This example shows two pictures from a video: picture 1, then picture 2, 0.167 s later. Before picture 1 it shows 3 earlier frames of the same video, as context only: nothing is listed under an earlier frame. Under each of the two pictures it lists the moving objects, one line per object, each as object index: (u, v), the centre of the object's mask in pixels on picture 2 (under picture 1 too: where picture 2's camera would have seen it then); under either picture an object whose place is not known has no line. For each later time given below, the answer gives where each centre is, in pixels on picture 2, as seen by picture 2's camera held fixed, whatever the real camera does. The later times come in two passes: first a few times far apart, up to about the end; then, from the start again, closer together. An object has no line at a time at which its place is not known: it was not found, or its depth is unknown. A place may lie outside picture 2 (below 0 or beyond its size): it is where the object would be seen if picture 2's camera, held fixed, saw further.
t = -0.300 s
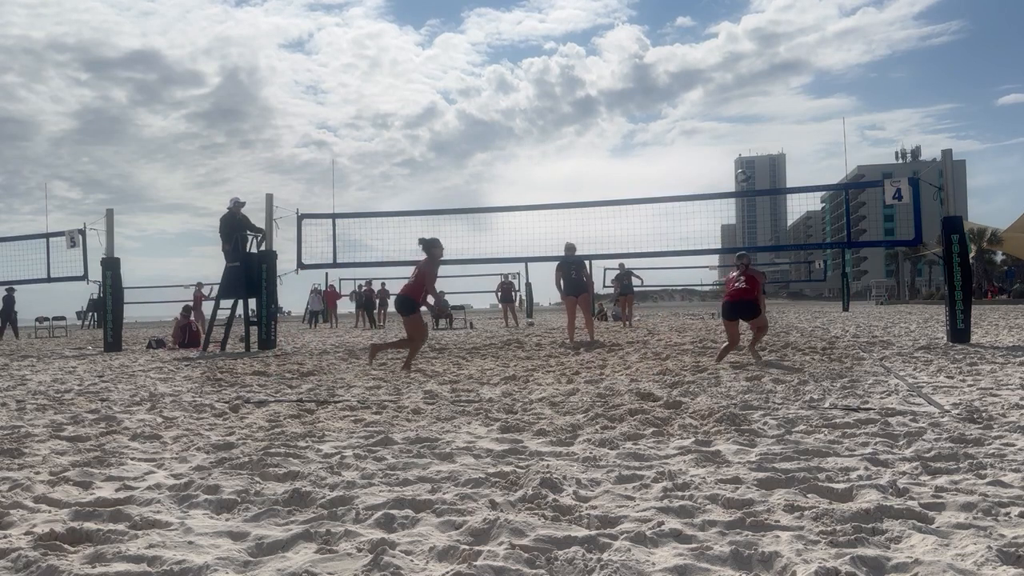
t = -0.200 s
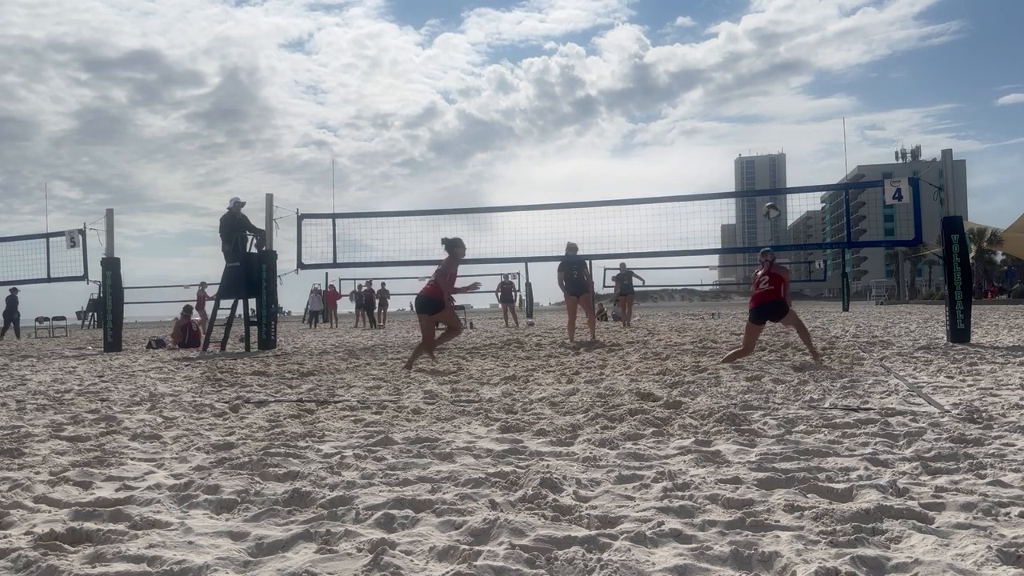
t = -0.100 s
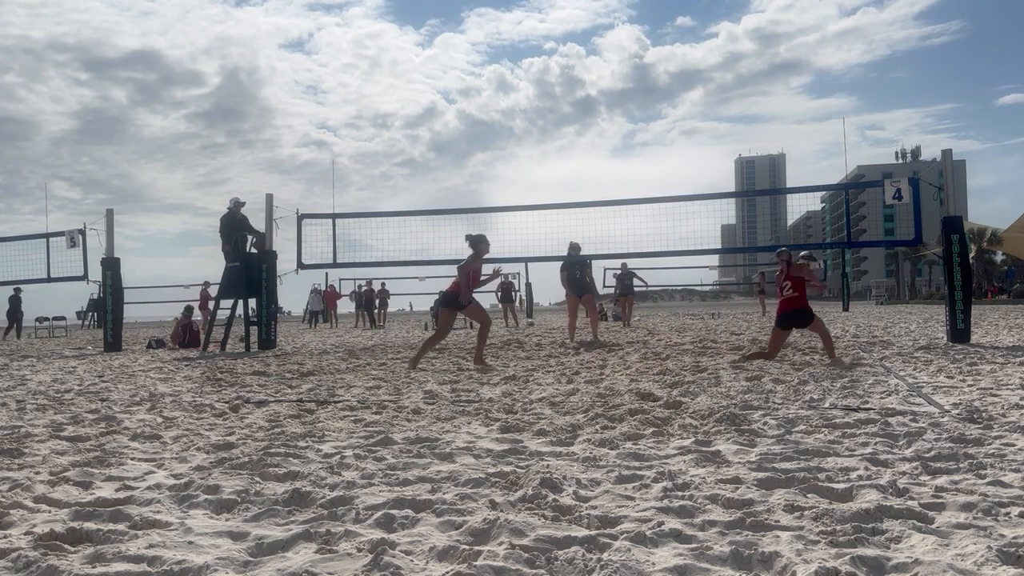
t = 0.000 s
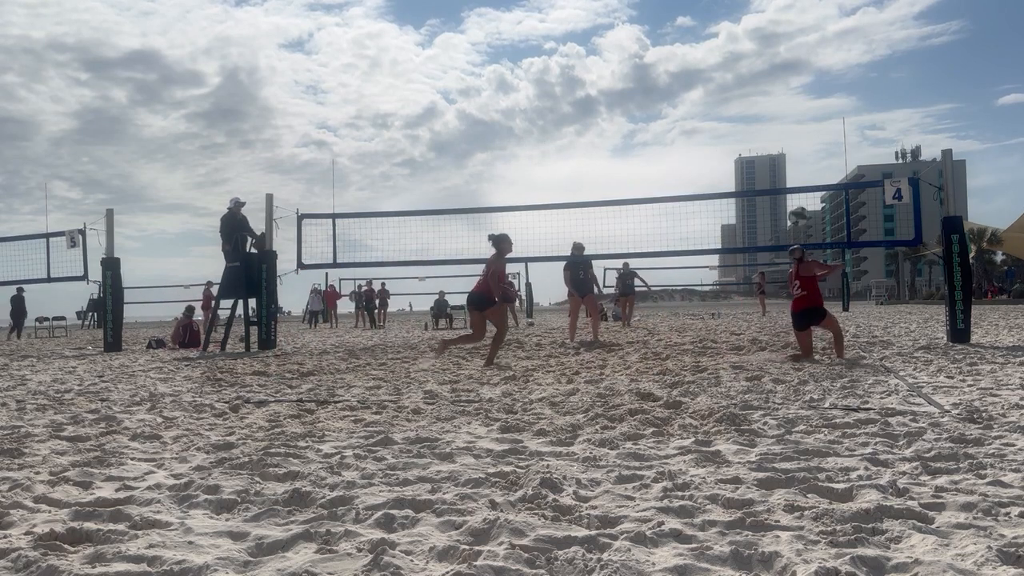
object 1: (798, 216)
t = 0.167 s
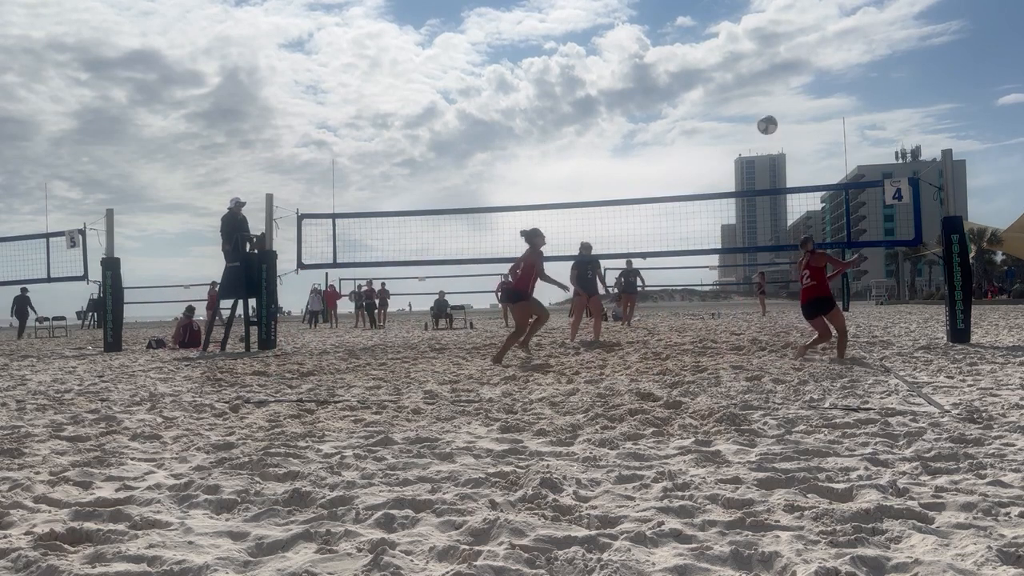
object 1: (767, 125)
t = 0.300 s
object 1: (744, 74)
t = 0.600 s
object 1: (699, 23)
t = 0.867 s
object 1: (667, 44)
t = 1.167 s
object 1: (638, 135)
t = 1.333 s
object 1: (627, 213)
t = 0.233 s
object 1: (756, 97)
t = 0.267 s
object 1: (750, 85)
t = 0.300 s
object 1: (744, 74)
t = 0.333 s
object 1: (739, 64)
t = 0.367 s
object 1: (734, 55)
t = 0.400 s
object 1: (728, 48)
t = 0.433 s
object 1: (723, 41)
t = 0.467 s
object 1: (718, 35)
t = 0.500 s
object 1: (713, 31)
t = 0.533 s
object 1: (709, 27)
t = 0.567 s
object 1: (704, 24)
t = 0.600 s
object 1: (699, 23)
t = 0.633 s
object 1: (695, 22)
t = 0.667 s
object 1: (691, 23)
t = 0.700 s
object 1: (686, 24)
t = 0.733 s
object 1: (682, 26)
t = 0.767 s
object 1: (679, 29)
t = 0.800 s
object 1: (675, 33)
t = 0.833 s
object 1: (671, 38)
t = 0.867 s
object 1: (667, 44)
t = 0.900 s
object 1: (663, 51)
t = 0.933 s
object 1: (660, 59)
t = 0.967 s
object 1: (657, 67)
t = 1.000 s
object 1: (653, 77)
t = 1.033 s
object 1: (650, 87)
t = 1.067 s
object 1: (647, 98)
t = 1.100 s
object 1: (644, 109)
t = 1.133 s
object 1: (641, 122)
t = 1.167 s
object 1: (638, 135)
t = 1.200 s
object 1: (636, 149)
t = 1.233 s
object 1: (633, 164)
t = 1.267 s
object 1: (631, 179)
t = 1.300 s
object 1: (629, 196)
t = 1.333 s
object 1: (627, 213)
